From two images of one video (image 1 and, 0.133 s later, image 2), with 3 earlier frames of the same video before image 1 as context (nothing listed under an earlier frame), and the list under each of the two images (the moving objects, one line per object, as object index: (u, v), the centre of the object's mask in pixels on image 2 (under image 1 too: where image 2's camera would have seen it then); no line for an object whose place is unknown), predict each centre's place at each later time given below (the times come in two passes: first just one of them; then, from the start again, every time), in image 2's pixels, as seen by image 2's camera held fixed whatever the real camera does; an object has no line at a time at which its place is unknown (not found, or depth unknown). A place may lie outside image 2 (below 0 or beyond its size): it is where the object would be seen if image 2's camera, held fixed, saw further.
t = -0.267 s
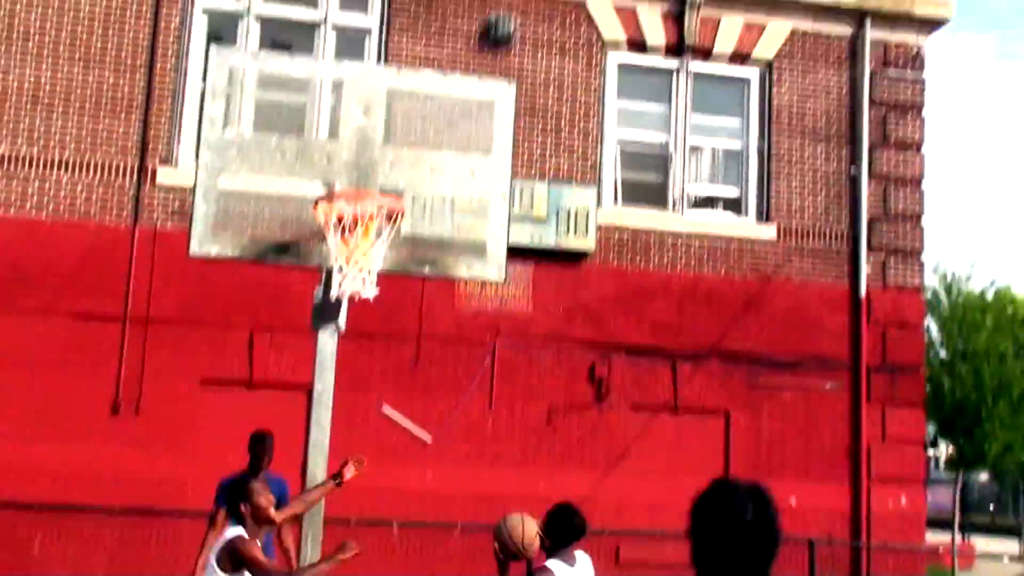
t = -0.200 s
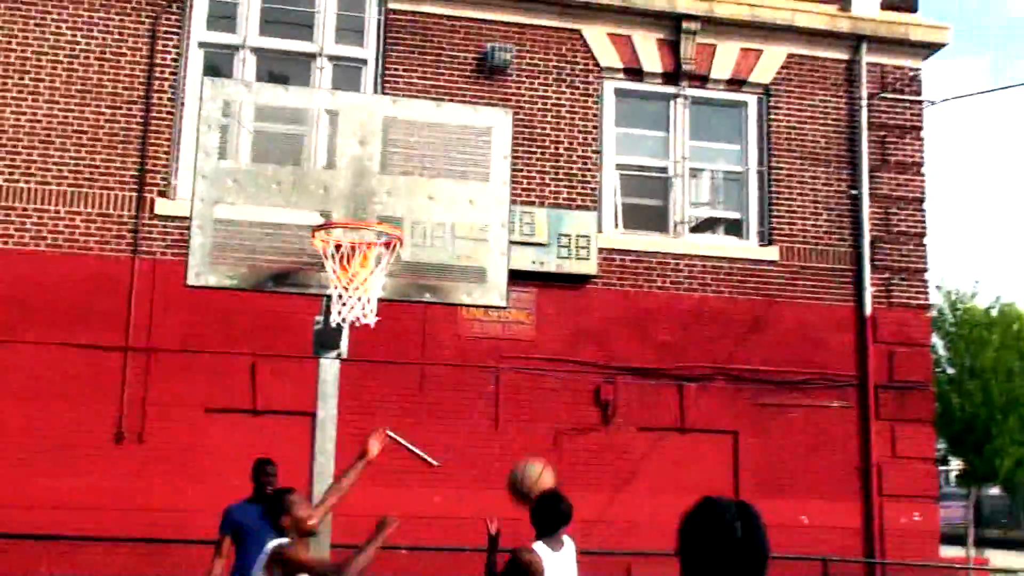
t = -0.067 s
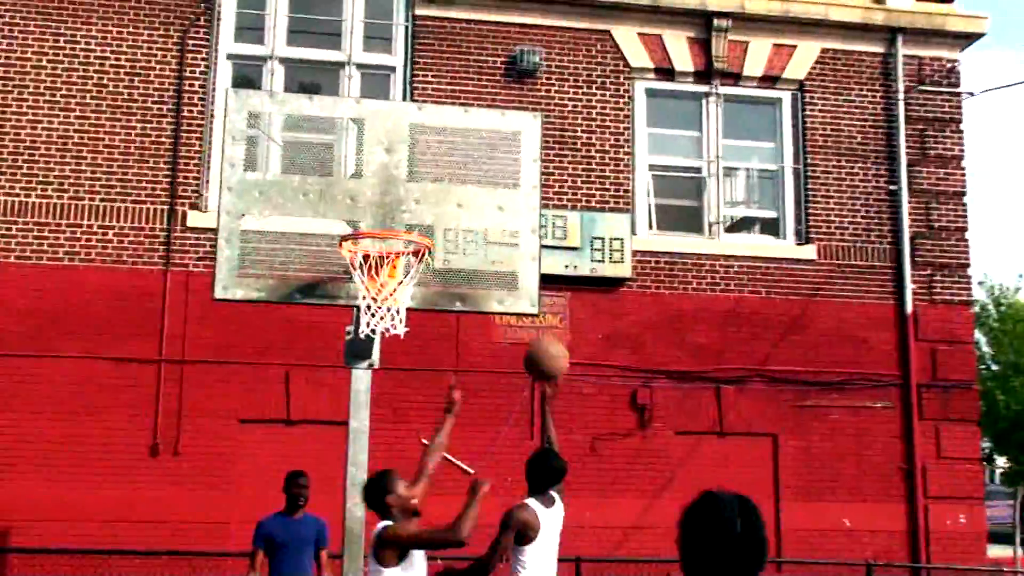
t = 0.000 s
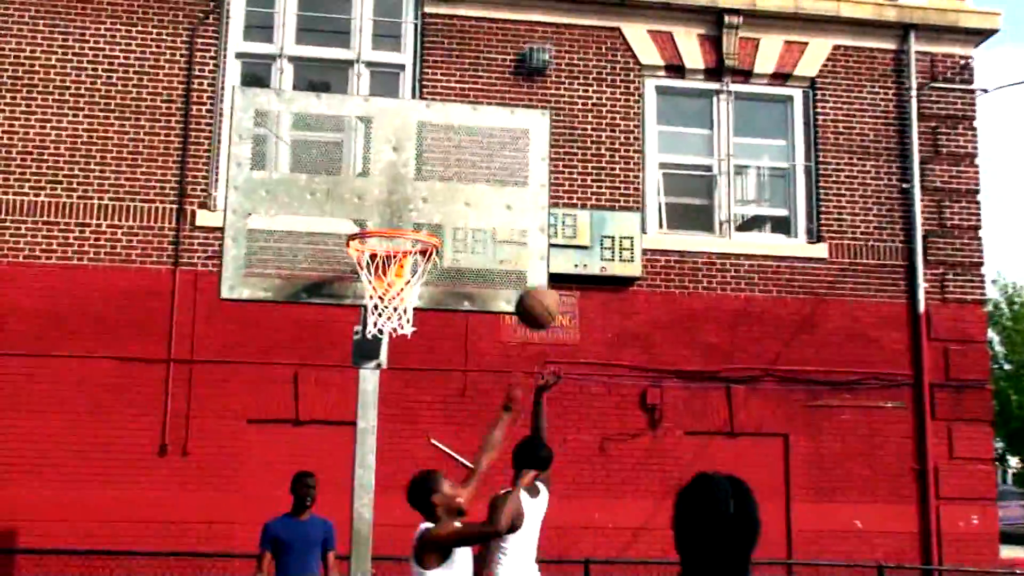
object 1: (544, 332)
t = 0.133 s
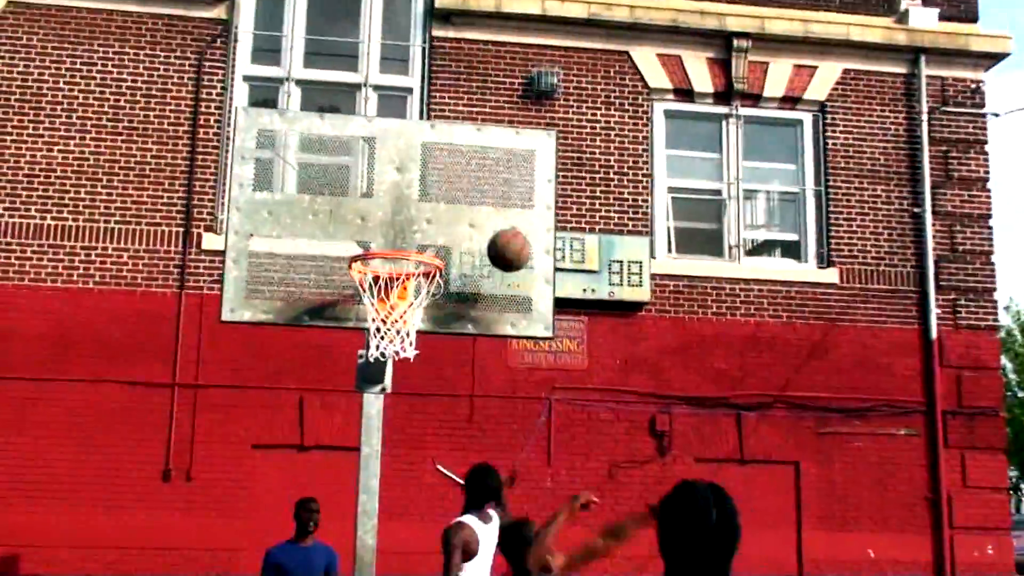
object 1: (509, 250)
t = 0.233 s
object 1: (484, 212)
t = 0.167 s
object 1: (500, 236)
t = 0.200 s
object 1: (492, 223)
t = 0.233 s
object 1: (484, 212)
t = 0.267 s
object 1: (475, 204)
